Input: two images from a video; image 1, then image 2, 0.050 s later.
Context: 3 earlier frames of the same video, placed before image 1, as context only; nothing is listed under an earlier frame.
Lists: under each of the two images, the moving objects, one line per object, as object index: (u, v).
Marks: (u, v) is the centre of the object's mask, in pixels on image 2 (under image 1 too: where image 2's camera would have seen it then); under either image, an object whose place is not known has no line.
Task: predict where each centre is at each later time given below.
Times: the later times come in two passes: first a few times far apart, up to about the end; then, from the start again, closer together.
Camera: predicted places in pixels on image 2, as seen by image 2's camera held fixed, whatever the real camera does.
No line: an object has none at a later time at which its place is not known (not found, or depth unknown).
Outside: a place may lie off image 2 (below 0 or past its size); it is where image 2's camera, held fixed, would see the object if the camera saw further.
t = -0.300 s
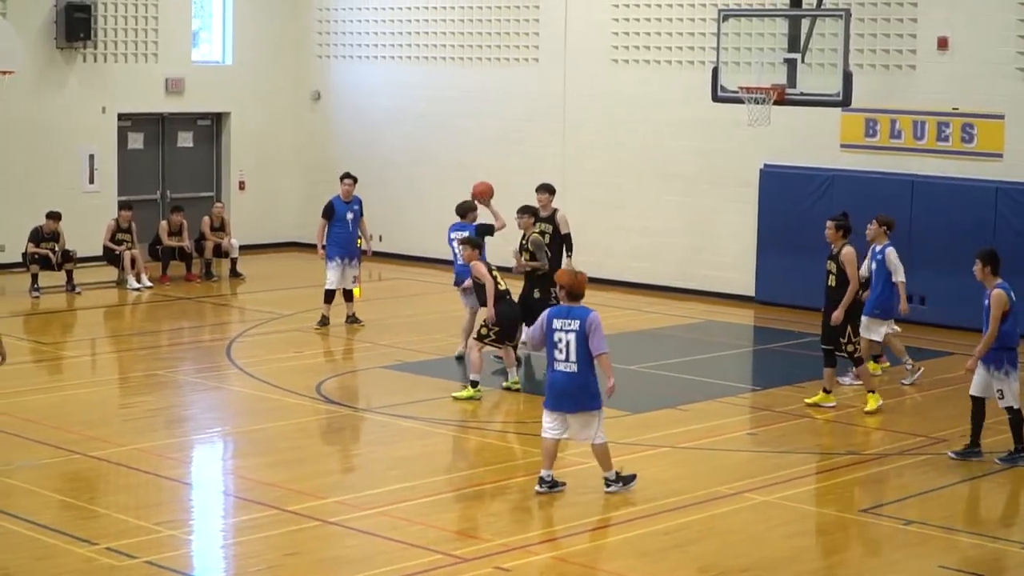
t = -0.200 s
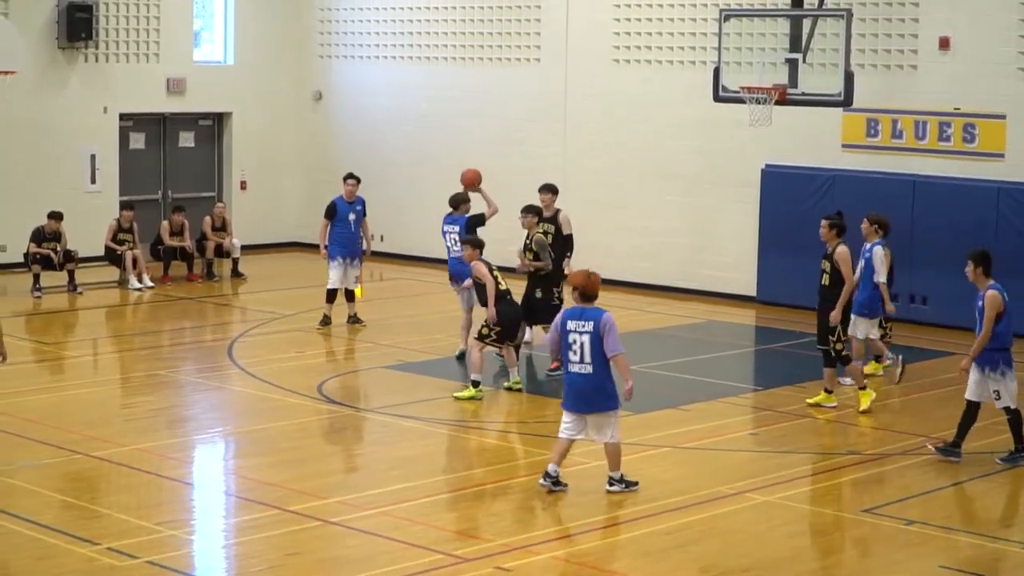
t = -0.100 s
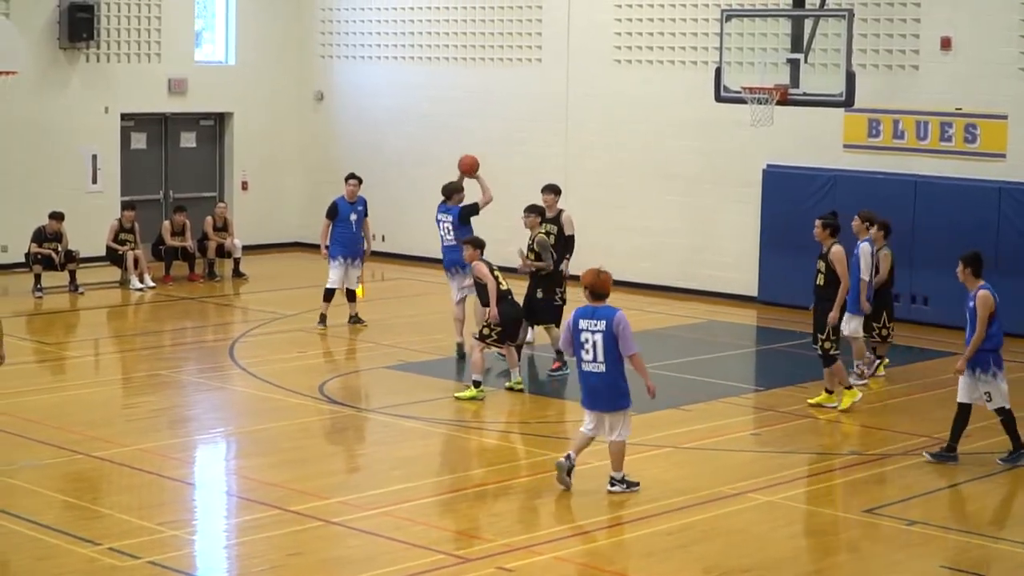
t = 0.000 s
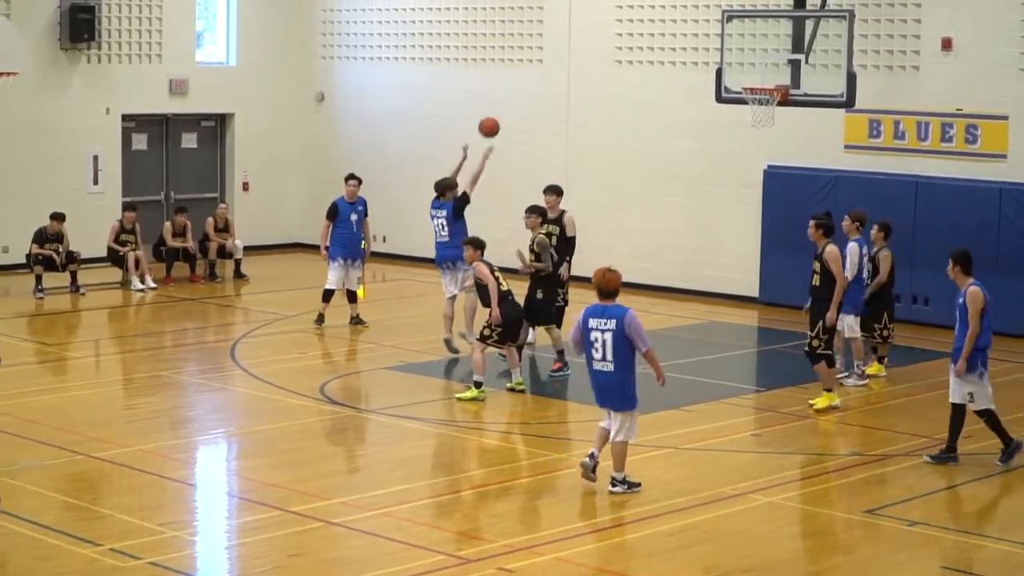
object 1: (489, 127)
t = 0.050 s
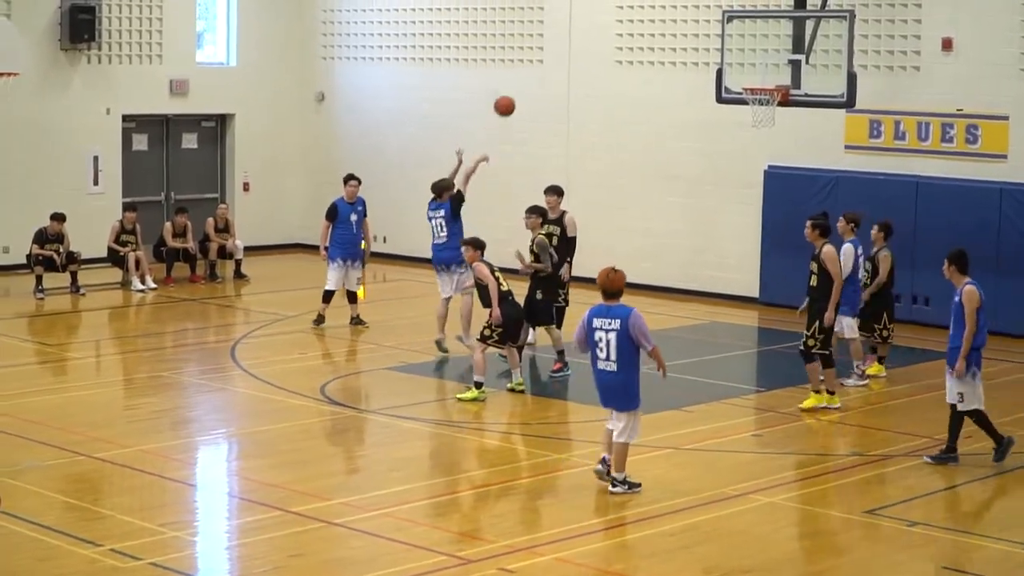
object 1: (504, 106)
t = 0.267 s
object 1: (569, 38)
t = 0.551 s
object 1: (650, 12)
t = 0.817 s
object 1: (721, 53)
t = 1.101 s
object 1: (772, 72)
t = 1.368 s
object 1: (792, 79)
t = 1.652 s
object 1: (786, 133)
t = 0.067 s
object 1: (509, 99)
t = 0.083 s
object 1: (514, 93)
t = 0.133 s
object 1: (530, 75)
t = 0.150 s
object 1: (535, 69)
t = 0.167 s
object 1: (540, 64)
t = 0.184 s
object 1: (544, 59)
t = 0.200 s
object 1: (550, 54)
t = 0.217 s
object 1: (555, 50)
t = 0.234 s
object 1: (559, 46)
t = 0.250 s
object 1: (564, 42)
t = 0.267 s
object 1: (569, 38)
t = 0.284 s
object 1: (574, 34)
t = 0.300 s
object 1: (579, 31)
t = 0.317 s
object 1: (584, 28)
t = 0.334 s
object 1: (588, 25)
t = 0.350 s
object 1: (593, 23)
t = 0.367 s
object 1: (598, 21)
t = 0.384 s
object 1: (603, 19)
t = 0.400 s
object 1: (608, 17)
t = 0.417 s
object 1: (612, 15)
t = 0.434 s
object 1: (617, 14)
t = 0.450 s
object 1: (622, 13)
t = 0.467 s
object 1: (626, 13)
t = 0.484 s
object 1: (631, 12)
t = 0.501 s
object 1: (636, 12)
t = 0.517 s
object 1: (640, 12)
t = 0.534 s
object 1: (645, 12)
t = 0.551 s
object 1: (650, 12)
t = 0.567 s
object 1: (654, 13)
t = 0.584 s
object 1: (658, 14)
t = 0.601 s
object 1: (663, 15)
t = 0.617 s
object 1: (668, 17)
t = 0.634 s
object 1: (672, 19)
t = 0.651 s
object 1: (677, 21)
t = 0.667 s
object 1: (681, 23)
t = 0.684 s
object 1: (686, 25)
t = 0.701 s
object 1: (690, 28)
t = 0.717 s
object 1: (695, 30)
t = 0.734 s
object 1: (699, 33)
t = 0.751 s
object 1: (703, 37)
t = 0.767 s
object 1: (708, 40)
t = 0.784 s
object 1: (713, 44)
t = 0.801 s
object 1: (717, 48)
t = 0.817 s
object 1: (721, 53)
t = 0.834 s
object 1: (725, 58)
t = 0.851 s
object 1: (729, 62)
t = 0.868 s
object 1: (734, 67)
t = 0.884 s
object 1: (738, 72)
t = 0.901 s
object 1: (742, 77)
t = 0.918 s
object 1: (744, 78)
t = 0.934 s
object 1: (747, 76)
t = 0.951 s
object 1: (749, 75)
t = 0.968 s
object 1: (752, 73)
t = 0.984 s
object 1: (755, 72)
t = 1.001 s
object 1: (757, 71)
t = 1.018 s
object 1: (760, 71)
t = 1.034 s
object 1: (762, 71)
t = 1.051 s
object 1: (765, 71)
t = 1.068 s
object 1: (767, 71)
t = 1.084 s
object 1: (770, 71)
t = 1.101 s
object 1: (772, 72)
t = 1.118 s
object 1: (775, 73)
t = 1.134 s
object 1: (777, 73)
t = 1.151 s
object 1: (780, 75)
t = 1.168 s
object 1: (783, 77)
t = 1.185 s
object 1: (784, 78)
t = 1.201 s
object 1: (787, 78)
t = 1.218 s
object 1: (791, 79)
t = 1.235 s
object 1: (793, 79)
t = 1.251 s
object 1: (793, 79)
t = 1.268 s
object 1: (793, 79)
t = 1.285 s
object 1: (793, 78)
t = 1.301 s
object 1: (793, 78)
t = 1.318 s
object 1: (792, 78)
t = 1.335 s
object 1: (792, 79)
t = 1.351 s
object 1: (792, 78)
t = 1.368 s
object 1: (792, 79)
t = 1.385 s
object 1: (791, 80)
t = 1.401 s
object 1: (791, 81)
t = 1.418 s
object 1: (791, 84)
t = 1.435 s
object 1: (791, 86)
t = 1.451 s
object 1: (790, 89)
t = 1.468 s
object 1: (789, 91)
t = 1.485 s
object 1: (789, 93)
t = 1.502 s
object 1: (789, 95)
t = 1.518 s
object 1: (789, 99)
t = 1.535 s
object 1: (788, 101)
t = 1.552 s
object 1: (788, 106)
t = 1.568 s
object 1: (788, 110)
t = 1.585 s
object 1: (787, 114)
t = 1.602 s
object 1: (787, 119)
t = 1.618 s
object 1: (787, 123)
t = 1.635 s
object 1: (786, 128)
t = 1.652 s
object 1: (786, 133)
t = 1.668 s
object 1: (786, 139)
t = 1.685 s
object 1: (785, 144)
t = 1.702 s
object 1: (785, 150)
